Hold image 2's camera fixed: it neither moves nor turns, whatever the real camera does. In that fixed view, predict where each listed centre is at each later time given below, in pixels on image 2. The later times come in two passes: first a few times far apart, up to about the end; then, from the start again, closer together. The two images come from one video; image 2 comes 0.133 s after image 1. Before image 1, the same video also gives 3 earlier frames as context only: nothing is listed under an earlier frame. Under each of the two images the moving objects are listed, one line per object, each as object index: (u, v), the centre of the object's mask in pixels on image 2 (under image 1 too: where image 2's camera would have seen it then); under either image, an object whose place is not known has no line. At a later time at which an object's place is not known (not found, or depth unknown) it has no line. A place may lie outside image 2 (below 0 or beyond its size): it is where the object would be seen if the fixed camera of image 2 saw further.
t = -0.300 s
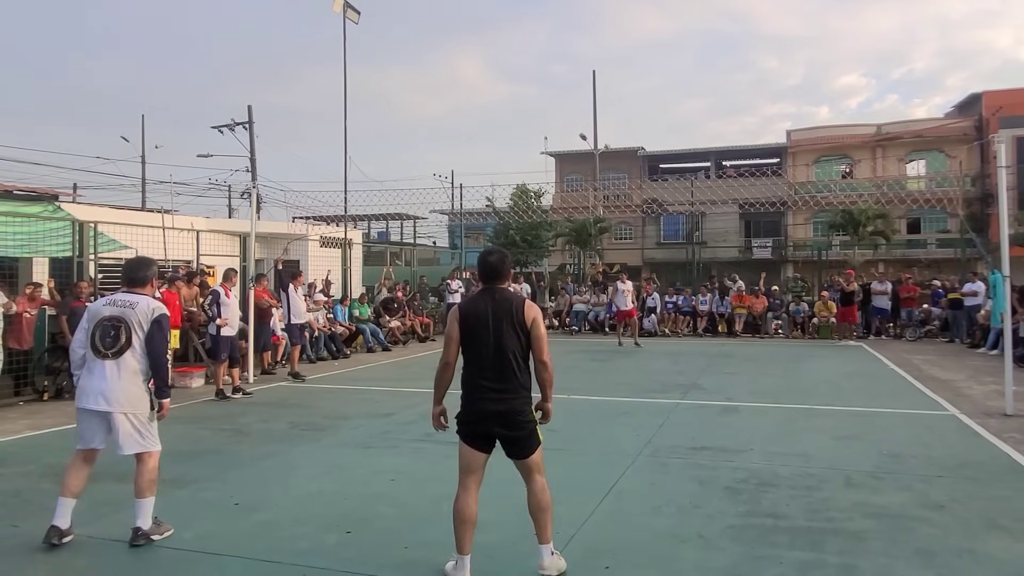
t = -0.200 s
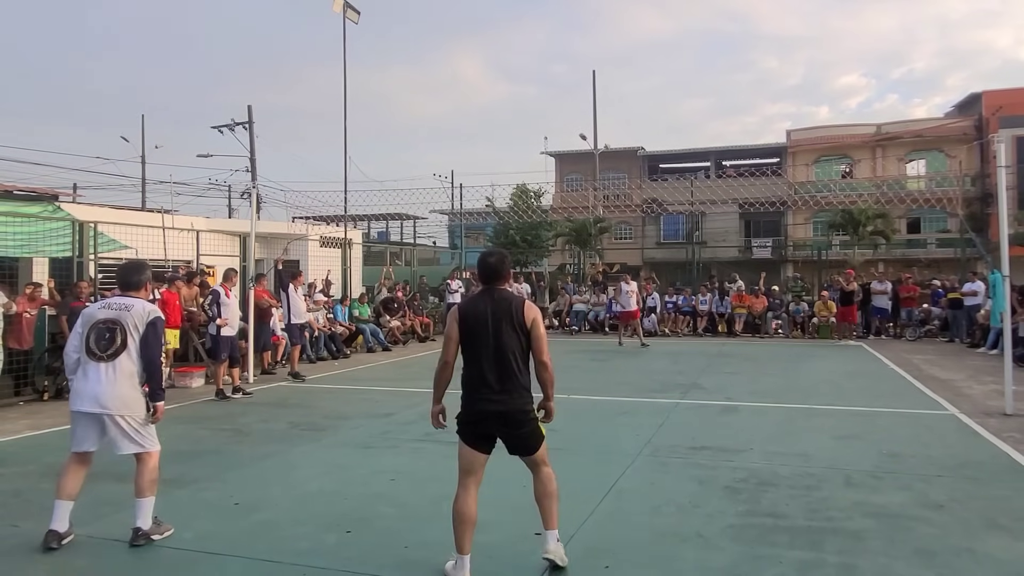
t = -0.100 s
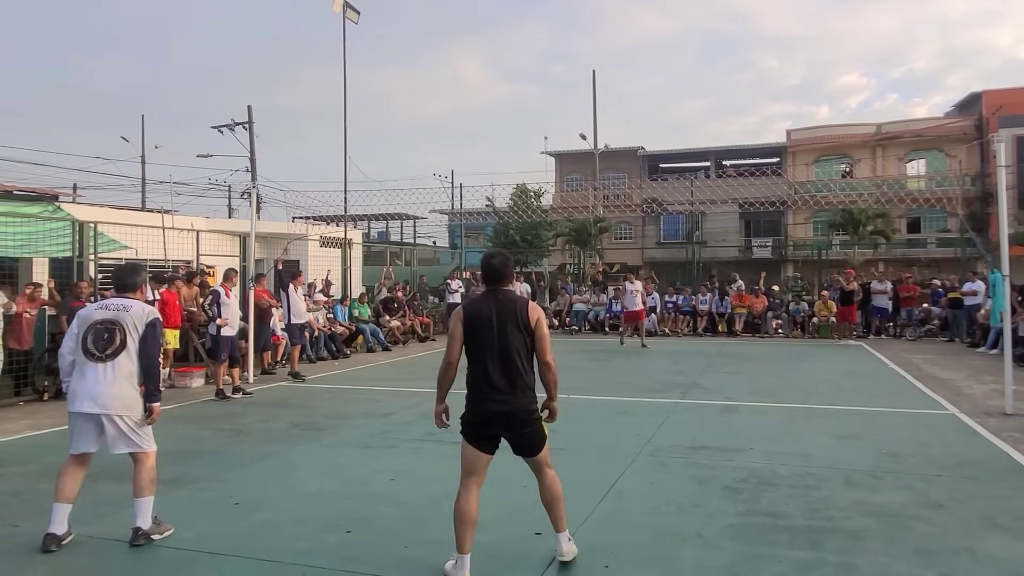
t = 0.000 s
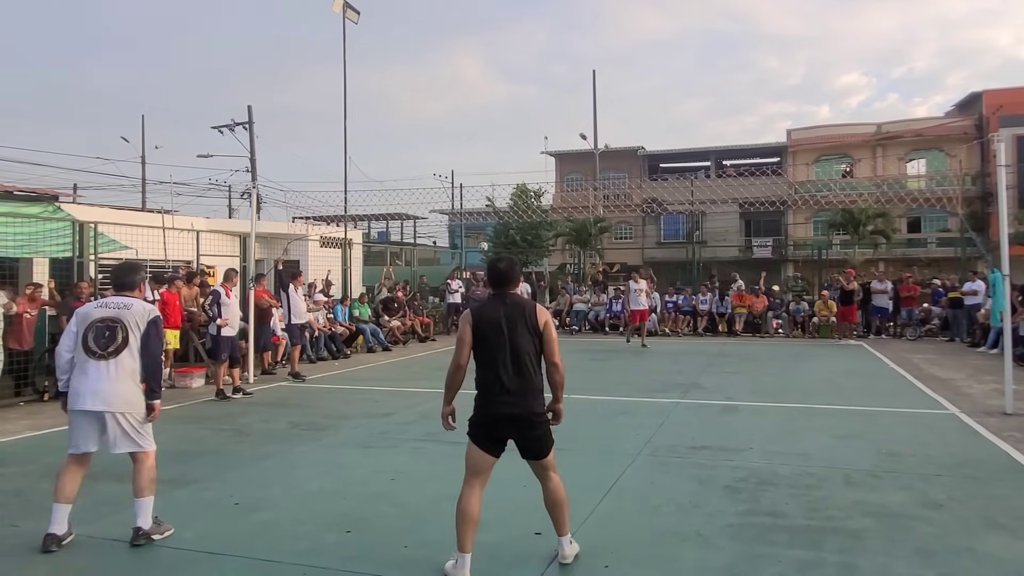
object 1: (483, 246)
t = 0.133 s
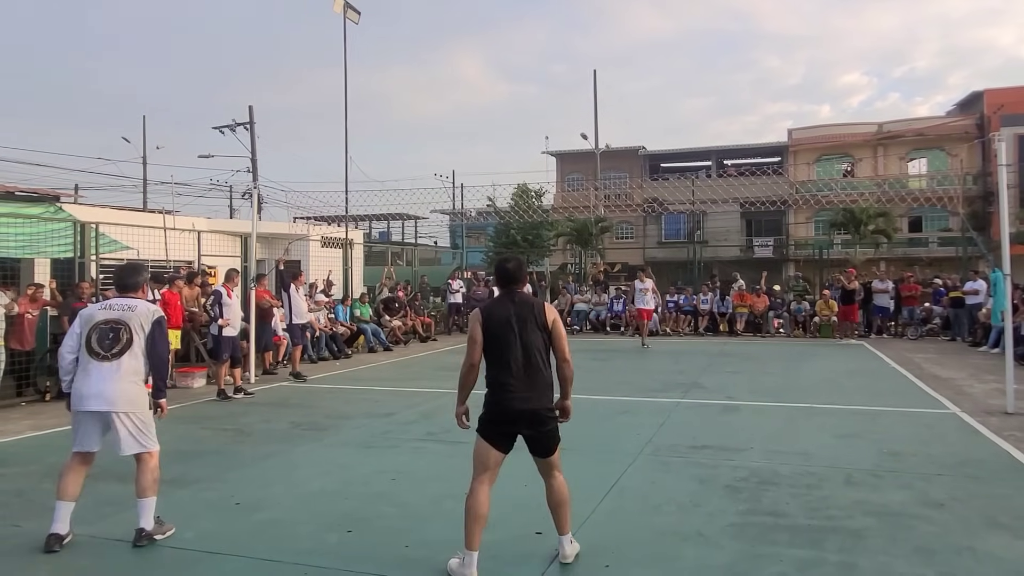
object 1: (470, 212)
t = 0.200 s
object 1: (463, 198)
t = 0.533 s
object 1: (424, 145)
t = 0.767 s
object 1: (391, 134)
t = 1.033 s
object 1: (345, 160)
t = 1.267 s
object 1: (291, 230)
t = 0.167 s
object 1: (467, 205)
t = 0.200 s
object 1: (463, 198)
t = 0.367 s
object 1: (444, 167)
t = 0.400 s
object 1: (441, 162)
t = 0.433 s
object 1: (436, 157)
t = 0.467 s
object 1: (432, 153)
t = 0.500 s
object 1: (428, 149)
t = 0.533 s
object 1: (424, 145)
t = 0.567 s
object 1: (419, 142)
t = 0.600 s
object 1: (415, 139)
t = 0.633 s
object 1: (410, 137)
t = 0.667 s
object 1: (406, 135)
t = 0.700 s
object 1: (401, 134)
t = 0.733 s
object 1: (396, 134)
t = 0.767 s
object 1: (391, 134)
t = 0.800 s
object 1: (385, 135)
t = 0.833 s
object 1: (380, 136)
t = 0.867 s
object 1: (374, 138)
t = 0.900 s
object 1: (369, 141)
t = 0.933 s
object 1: (364, 144)
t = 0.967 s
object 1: (357, 149)
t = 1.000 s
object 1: (350, 153)
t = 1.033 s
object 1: (345, 160)
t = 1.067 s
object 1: (338, 166)
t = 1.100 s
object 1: (330, 174)
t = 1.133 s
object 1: (323, 183)
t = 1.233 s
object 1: (300, 217)
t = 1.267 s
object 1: (291, 230)
